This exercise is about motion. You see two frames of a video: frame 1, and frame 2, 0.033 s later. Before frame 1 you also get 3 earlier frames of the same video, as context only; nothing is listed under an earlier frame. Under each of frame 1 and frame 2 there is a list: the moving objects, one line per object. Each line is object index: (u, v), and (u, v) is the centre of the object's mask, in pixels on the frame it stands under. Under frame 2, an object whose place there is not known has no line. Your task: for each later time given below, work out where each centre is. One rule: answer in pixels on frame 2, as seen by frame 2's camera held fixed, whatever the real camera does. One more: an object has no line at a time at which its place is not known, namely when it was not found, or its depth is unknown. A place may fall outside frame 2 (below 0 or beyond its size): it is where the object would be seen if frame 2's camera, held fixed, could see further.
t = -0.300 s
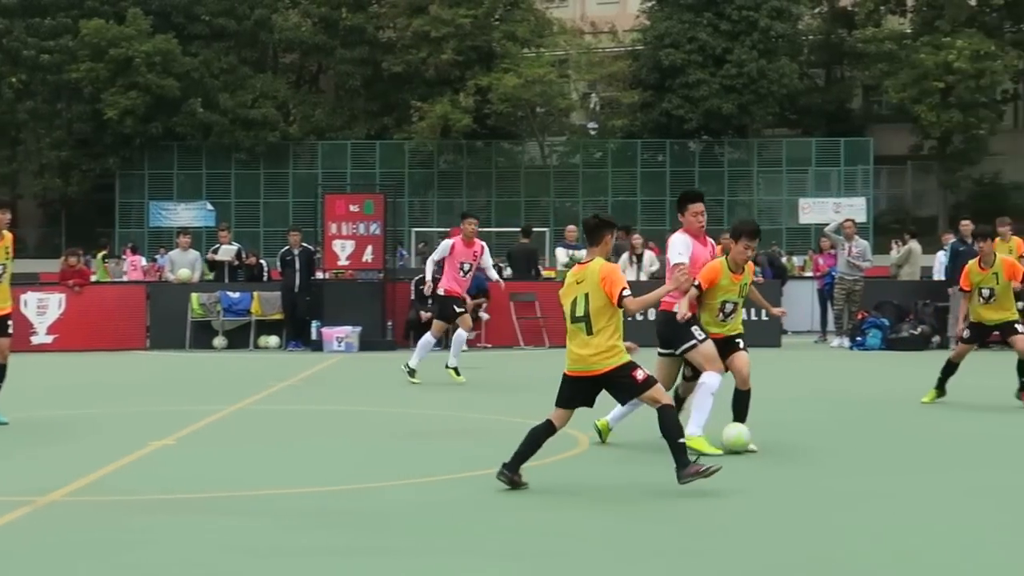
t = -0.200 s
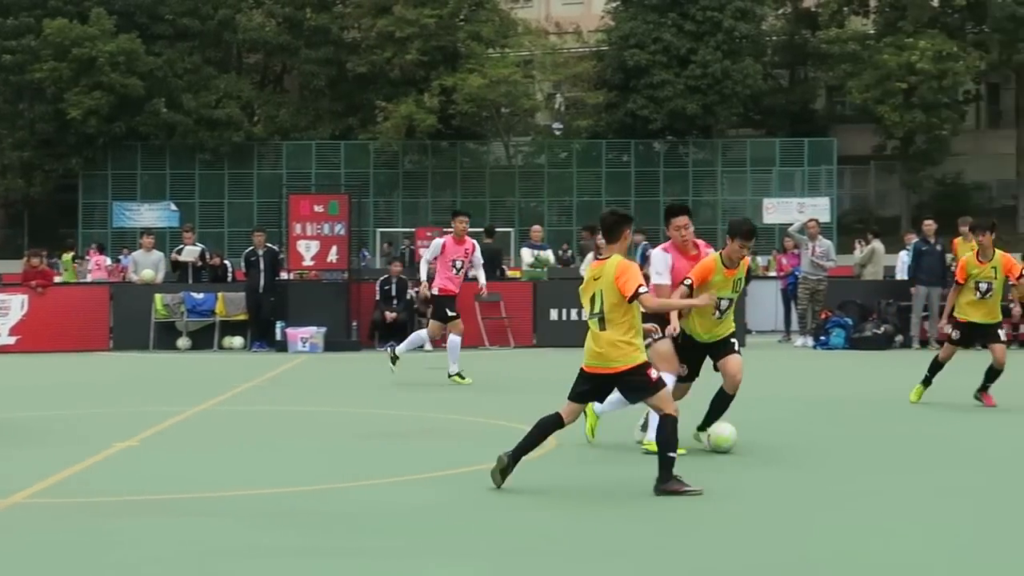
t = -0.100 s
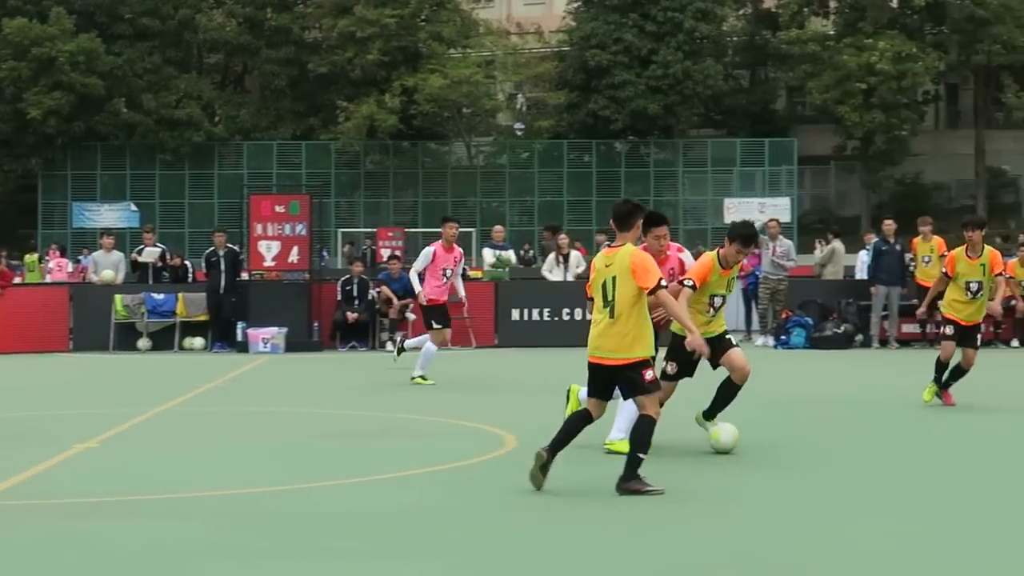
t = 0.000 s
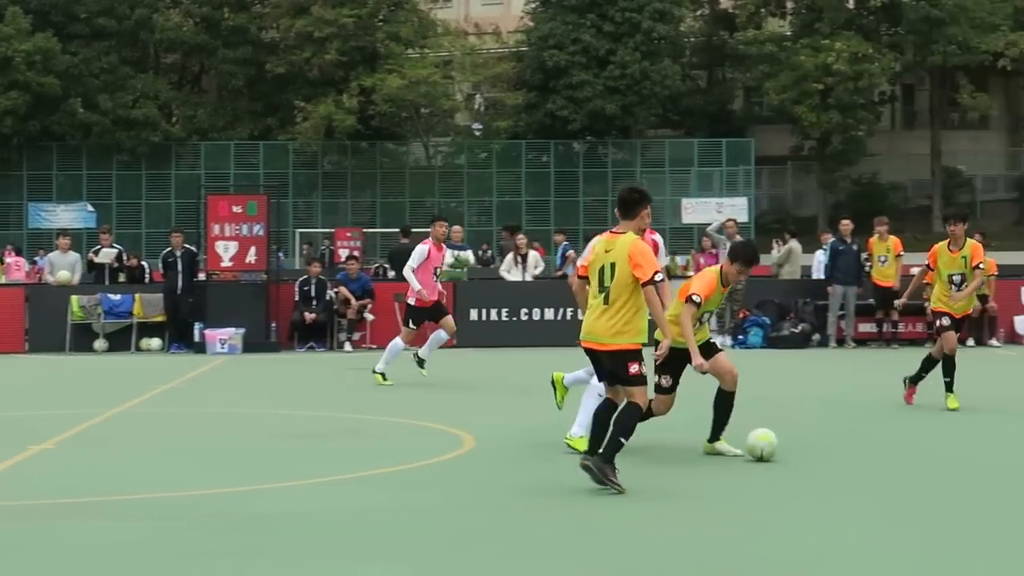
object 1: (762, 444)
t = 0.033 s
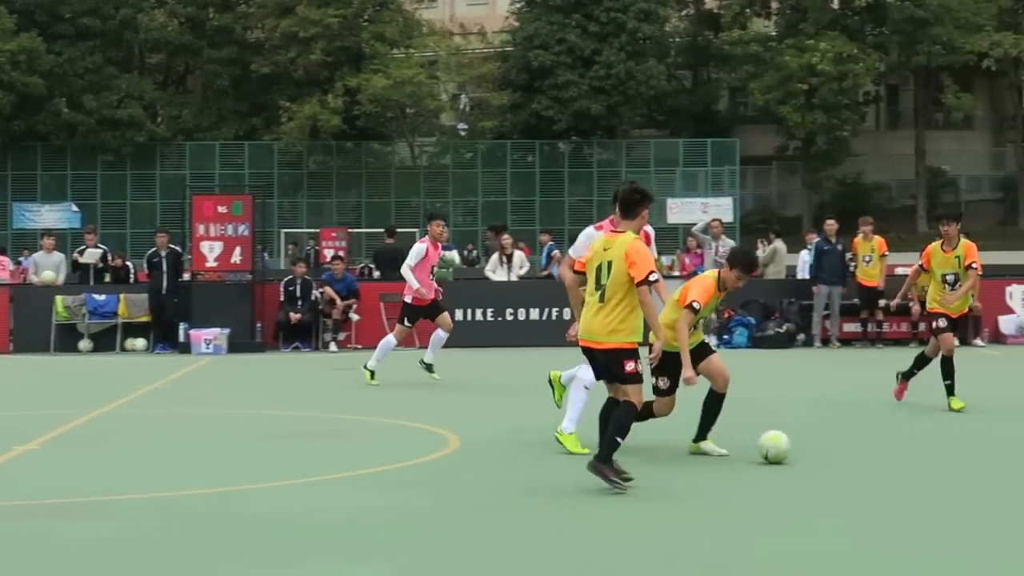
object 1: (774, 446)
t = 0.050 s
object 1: (788, 447)
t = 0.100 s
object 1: (833, 451)
